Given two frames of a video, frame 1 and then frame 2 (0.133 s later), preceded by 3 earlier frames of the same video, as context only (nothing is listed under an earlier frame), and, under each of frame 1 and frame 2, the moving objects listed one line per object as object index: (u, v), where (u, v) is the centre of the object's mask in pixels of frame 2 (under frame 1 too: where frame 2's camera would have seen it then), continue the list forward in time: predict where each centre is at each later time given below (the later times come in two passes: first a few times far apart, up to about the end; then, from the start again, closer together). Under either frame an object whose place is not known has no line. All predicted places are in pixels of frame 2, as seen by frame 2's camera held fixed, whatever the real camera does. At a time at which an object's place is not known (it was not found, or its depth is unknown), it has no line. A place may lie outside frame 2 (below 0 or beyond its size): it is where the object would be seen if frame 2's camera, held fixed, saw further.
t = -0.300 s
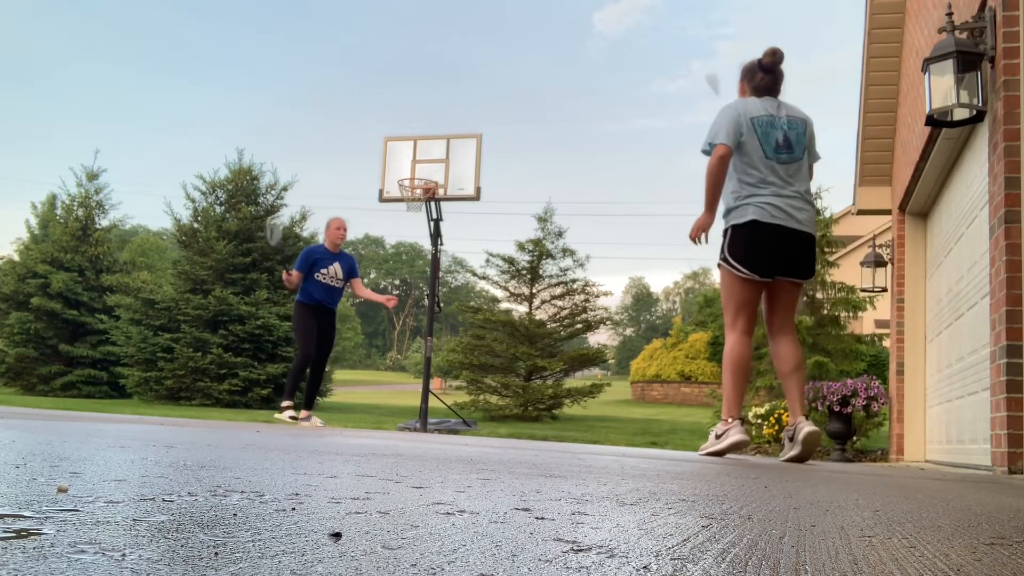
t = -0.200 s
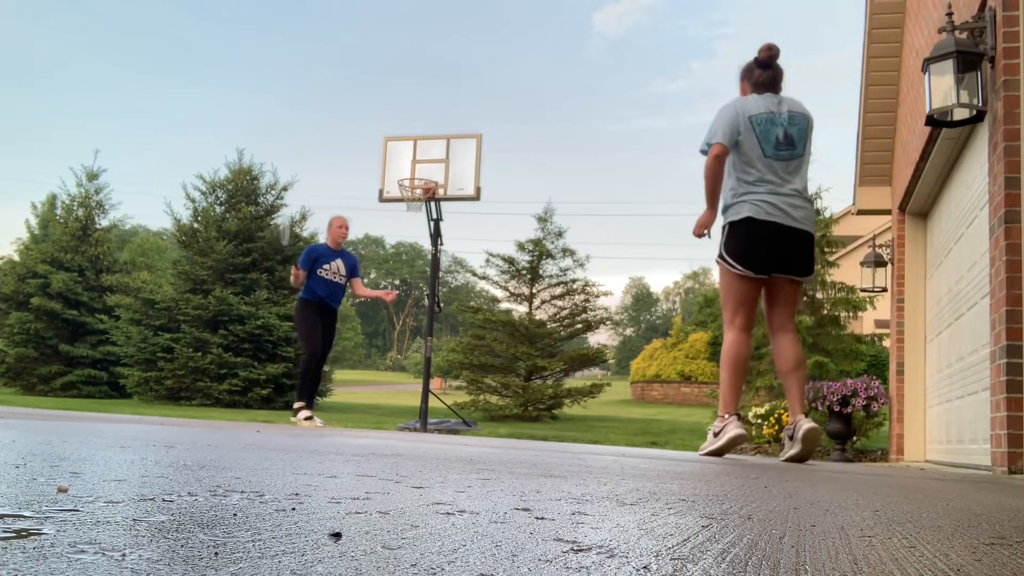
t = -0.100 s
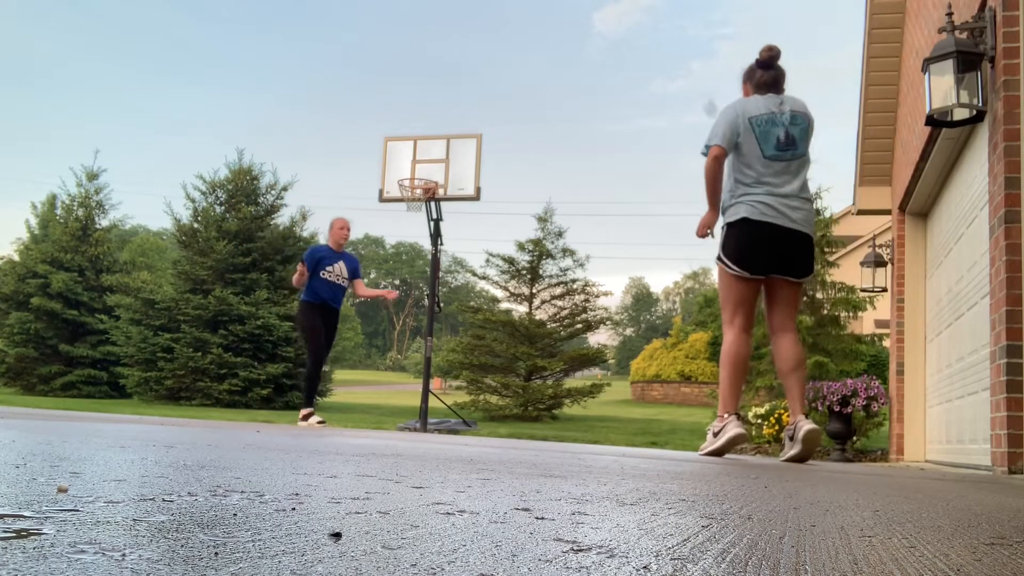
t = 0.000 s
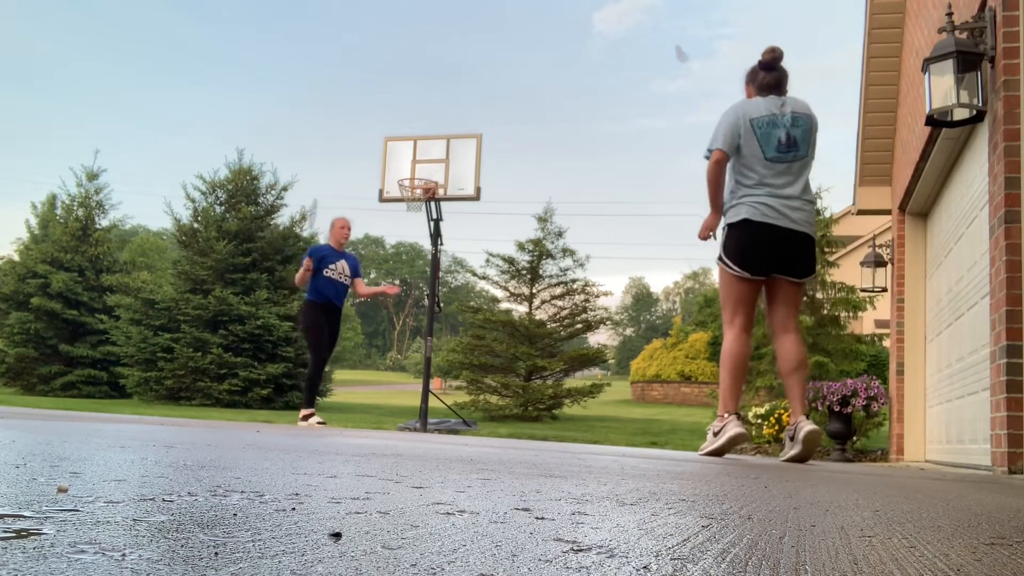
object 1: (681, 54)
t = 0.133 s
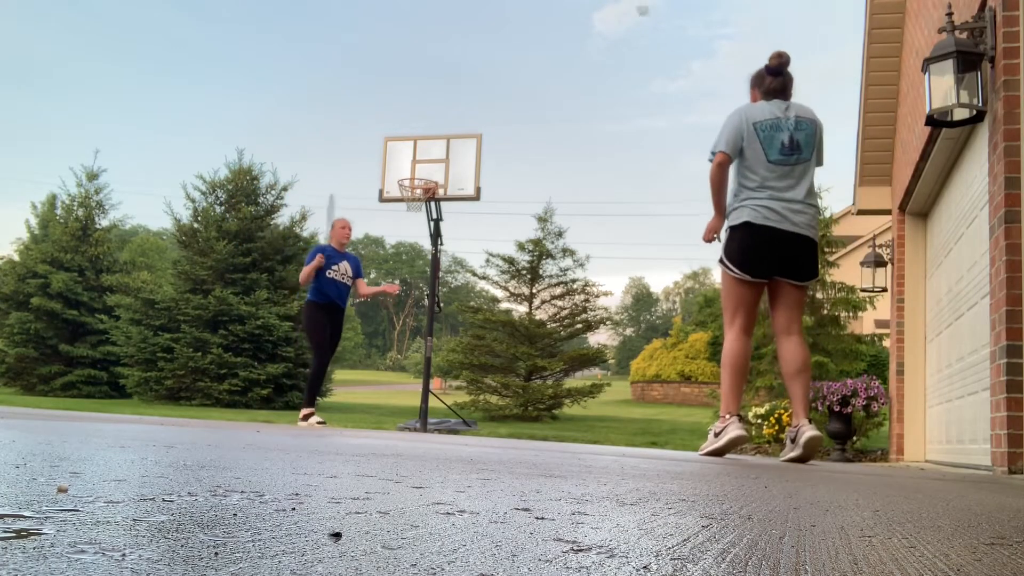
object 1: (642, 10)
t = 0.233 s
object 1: (619, 5)
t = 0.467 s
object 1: (575, 52)
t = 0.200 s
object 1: (627, 5)
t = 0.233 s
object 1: (619, 5)
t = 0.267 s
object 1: (613, 6)
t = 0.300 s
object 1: (606, 10)
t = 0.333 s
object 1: (600, 16)
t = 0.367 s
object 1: (594, 24)
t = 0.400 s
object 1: (588, 32)
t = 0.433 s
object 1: (581, 42)
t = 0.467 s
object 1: (575, 52)
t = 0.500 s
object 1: (568, 63)
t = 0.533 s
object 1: (562, 75)
